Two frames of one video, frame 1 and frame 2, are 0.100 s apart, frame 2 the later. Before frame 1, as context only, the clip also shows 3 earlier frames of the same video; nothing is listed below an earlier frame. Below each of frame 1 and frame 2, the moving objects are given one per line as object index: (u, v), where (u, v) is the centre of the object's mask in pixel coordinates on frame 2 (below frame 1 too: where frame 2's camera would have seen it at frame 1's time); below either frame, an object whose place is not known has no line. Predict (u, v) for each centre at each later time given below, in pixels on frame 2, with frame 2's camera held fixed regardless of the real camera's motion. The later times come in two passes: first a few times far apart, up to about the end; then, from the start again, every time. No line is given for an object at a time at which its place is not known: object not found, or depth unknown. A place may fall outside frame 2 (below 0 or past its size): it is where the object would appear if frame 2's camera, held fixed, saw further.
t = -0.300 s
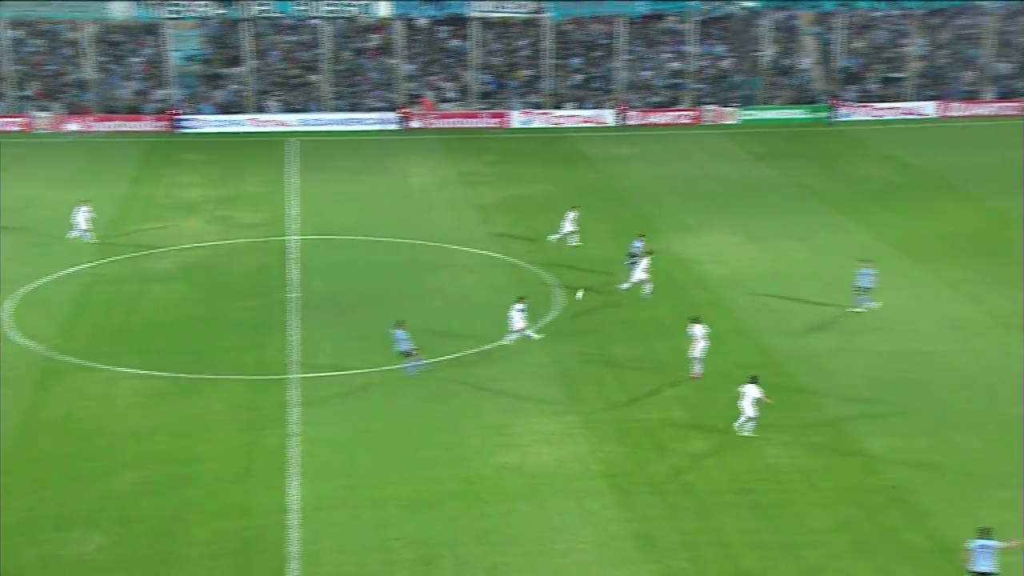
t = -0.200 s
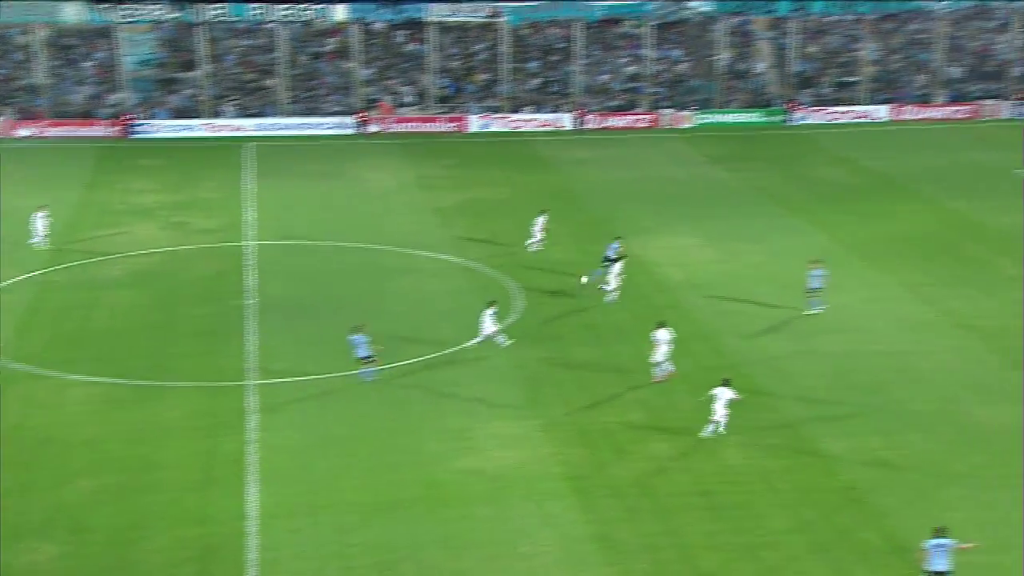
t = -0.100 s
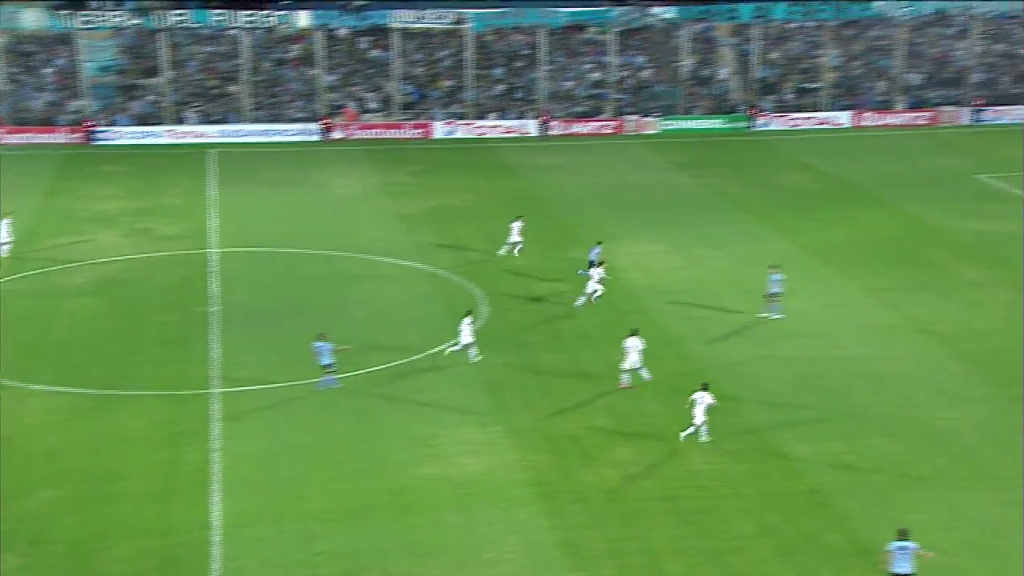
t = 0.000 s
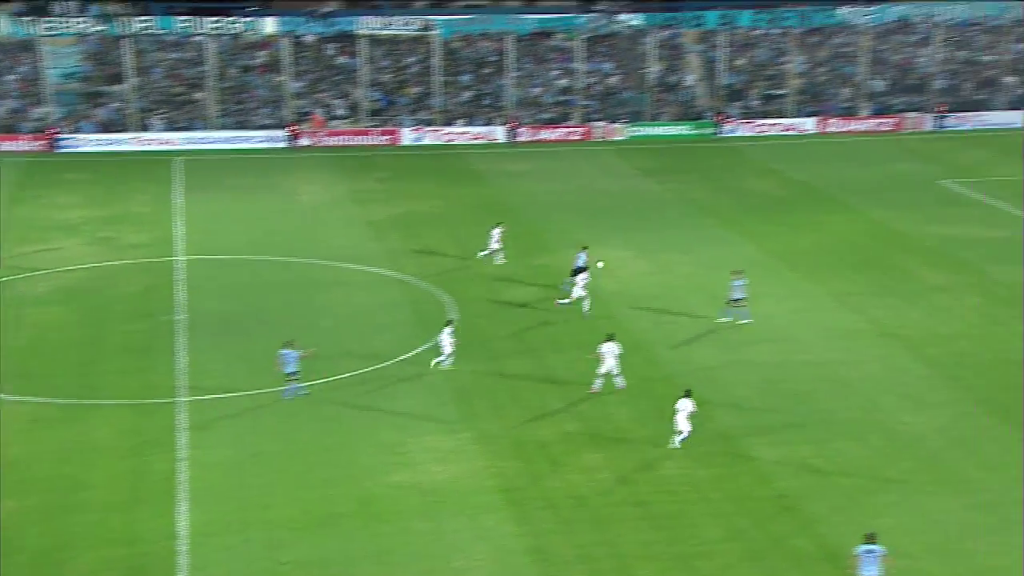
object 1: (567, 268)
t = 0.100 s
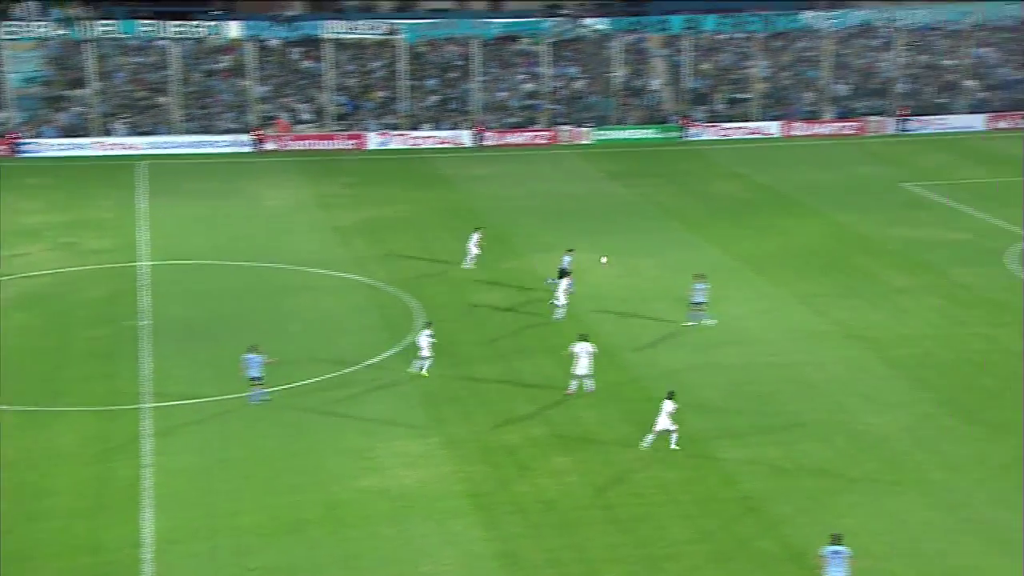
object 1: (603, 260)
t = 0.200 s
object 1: (637, 254)
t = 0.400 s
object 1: (698, 253)
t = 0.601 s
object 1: (751, 263)
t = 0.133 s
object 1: (615, 257)
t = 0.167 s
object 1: (626, 256)
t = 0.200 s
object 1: (637, 254)
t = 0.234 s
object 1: (648, 254)
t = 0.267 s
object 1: (658, 253)
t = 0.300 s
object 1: (669, 252)
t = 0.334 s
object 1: (679, 252)
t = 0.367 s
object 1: (689, 252)
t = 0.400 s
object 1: (698, 253)
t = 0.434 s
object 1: (708, 254)
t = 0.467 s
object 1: (717, 256)
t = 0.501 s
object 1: (726, 257)
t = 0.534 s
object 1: (735, 259)
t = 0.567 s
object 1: (743, 261)
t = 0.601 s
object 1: (751, 263)
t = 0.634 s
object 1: (760, 266)
